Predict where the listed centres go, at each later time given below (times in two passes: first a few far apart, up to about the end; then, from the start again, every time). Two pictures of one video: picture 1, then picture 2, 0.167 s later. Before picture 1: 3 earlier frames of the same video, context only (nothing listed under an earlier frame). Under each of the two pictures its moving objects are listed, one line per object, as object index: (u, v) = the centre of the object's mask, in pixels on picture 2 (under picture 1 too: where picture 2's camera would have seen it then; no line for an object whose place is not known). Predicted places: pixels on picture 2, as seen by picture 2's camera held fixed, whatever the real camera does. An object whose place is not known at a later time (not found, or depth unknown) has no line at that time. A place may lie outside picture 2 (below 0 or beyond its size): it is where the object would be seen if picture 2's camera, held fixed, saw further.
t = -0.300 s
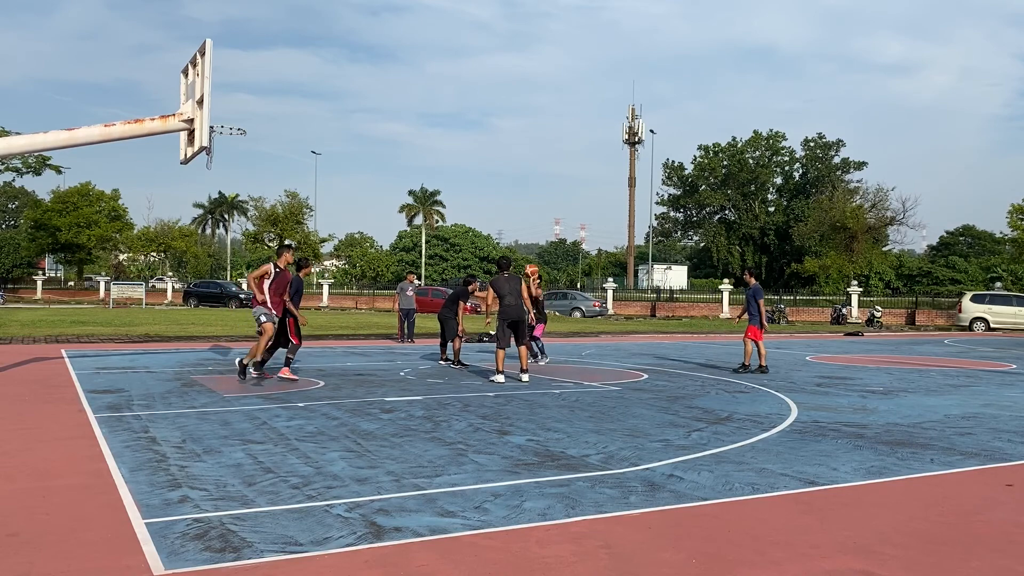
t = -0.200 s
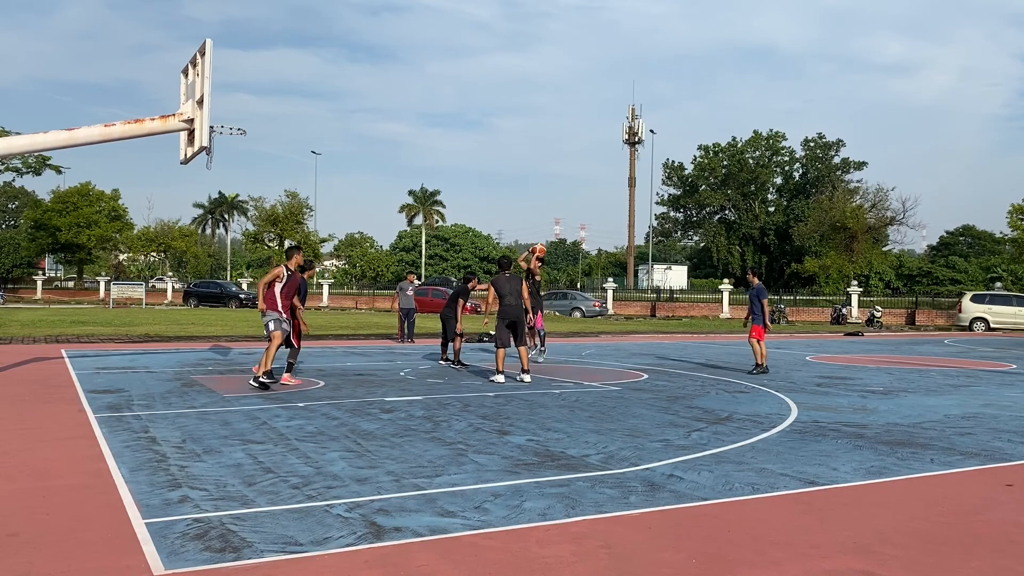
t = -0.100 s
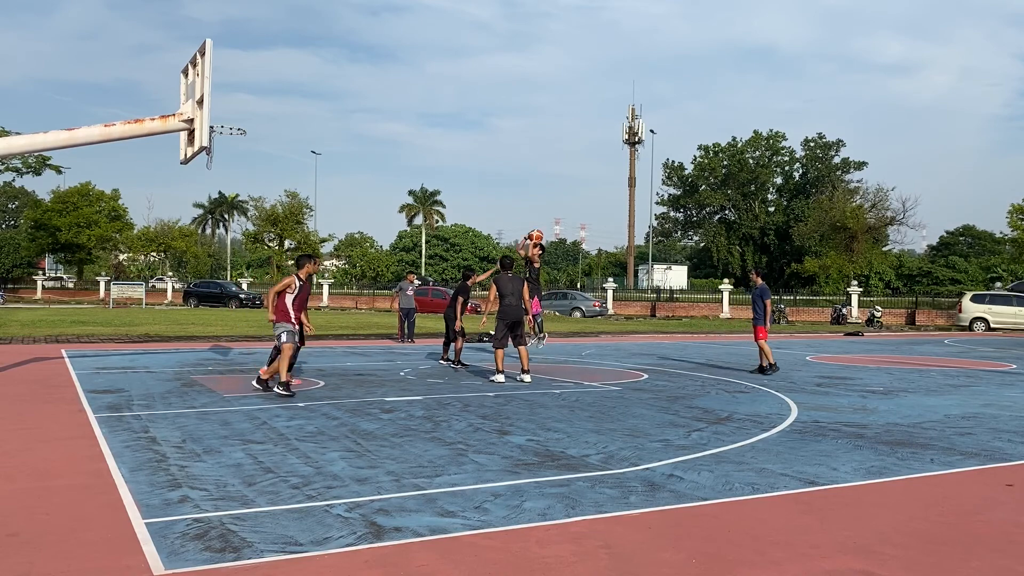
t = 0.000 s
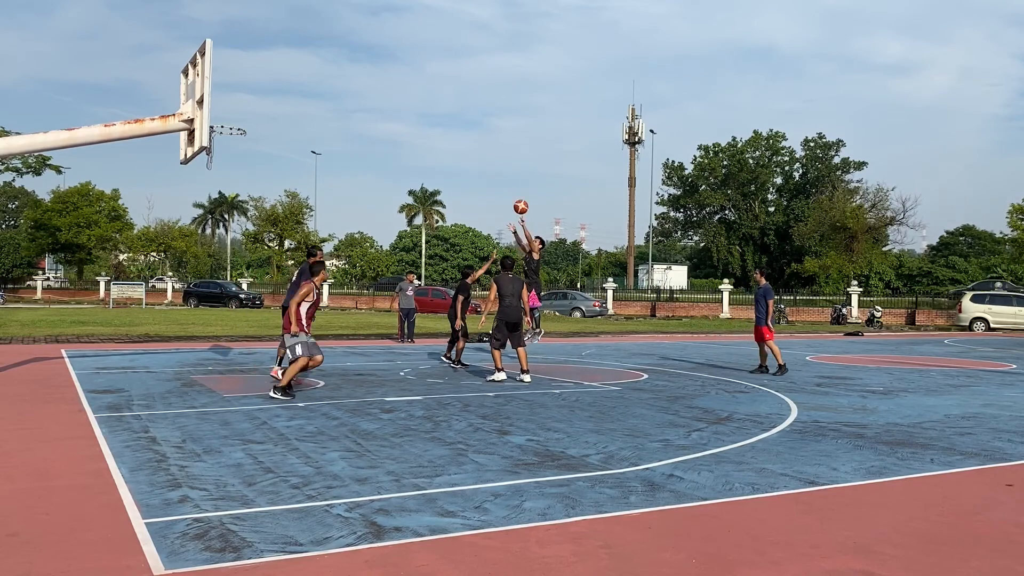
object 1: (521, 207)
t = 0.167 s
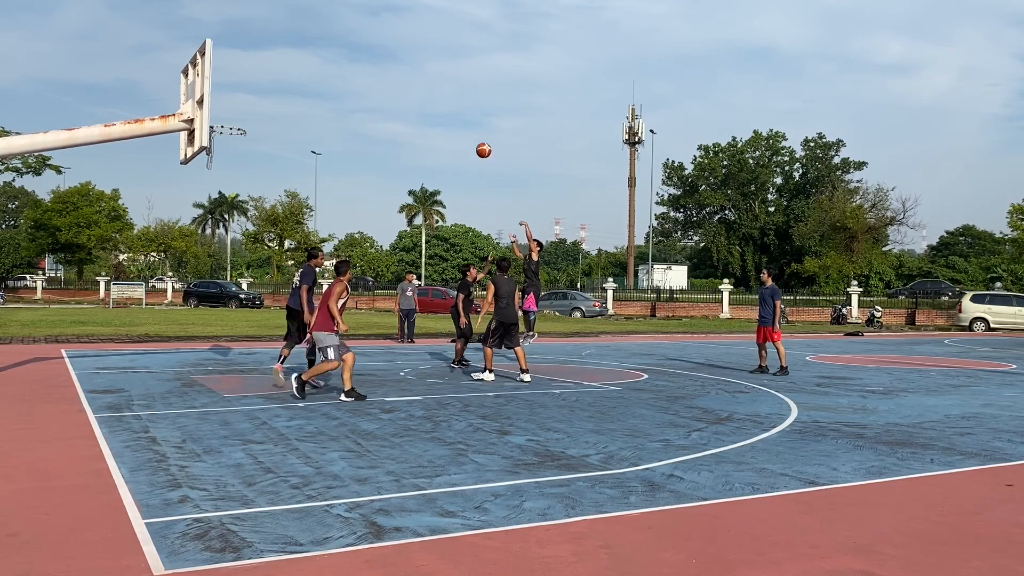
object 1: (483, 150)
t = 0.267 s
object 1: (460, 122)
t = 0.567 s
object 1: (381, 73)
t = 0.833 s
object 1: (300, 79)
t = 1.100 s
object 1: (217, 114)
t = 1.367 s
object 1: (246, 112)
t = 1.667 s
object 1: (291, 170)
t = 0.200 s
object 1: (476, 140)
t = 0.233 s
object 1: (468, 131)
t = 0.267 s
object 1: (460, 122)
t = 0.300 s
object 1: (452, 114)
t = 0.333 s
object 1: (443, 107)
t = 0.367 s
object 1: (435, 100)
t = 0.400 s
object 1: (426, 94)
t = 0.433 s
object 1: (417, 88)
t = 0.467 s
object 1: (409, 83)
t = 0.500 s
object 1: (400, 79)
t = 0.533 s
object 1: (390, 76)
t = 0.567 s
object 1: (381, 73)
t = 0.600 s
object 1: (372, 71)
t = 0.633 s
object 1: (362, 70)
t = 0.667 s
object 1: (352, 69)
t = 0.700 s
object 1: (342, 70)
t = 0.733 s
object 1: (332, 71)
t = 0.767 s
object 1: (321, 73)
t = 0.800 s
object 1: (311, 76)
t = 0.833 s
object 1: (300, 79)
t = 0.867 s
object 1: (289, 84)
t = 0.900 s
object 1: (278, 90)
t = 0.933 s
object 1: (266, 96)
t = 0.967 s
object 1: (255, 104)
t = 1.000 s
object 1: (243, 112)
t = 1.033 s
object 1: (232, 120)
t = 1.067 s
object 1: (223, 117)
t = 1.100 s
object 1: (217, 114)
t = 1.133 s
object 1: (213, 111)
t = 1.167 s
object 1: (215, 108)
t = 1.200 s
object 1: (219, 107)
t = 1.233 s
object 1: (224, 106)
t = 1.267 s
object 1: (229, 106)
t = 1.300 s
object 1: (235, 107)
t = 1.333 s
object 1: (240, 110)
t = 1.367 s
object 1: (246, 112)
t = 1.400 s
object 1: (252, 116)
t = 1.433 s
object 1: (257, 120)
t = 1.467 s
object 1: (262, 125)
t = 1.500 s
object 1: (267, 131)
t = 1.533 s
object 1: (272, 137)
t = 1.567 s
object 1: (277, 145)
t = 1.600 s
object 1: (281, 153)
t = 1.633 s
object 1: (286, 161)
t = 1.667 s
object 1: (291, 170)
